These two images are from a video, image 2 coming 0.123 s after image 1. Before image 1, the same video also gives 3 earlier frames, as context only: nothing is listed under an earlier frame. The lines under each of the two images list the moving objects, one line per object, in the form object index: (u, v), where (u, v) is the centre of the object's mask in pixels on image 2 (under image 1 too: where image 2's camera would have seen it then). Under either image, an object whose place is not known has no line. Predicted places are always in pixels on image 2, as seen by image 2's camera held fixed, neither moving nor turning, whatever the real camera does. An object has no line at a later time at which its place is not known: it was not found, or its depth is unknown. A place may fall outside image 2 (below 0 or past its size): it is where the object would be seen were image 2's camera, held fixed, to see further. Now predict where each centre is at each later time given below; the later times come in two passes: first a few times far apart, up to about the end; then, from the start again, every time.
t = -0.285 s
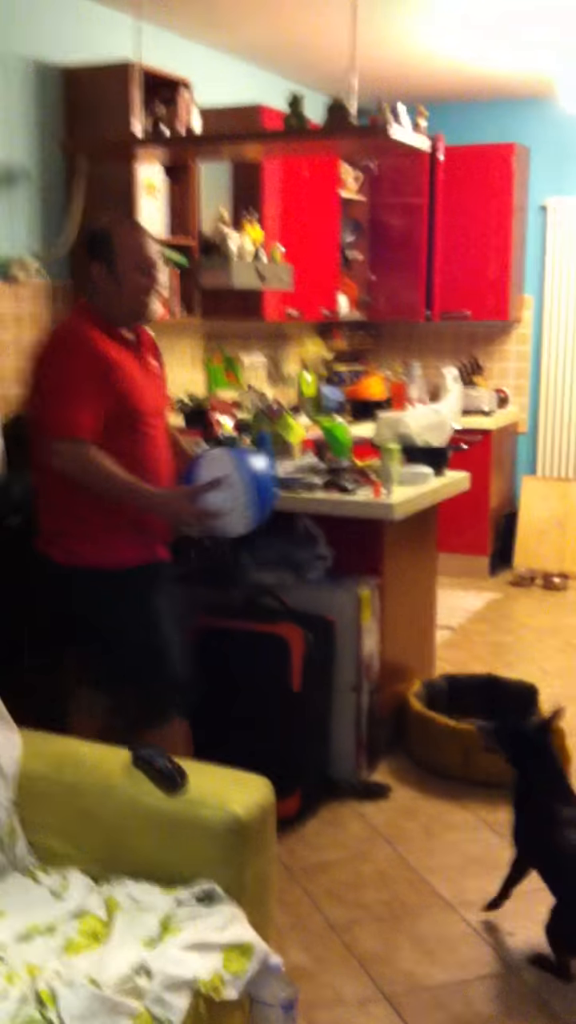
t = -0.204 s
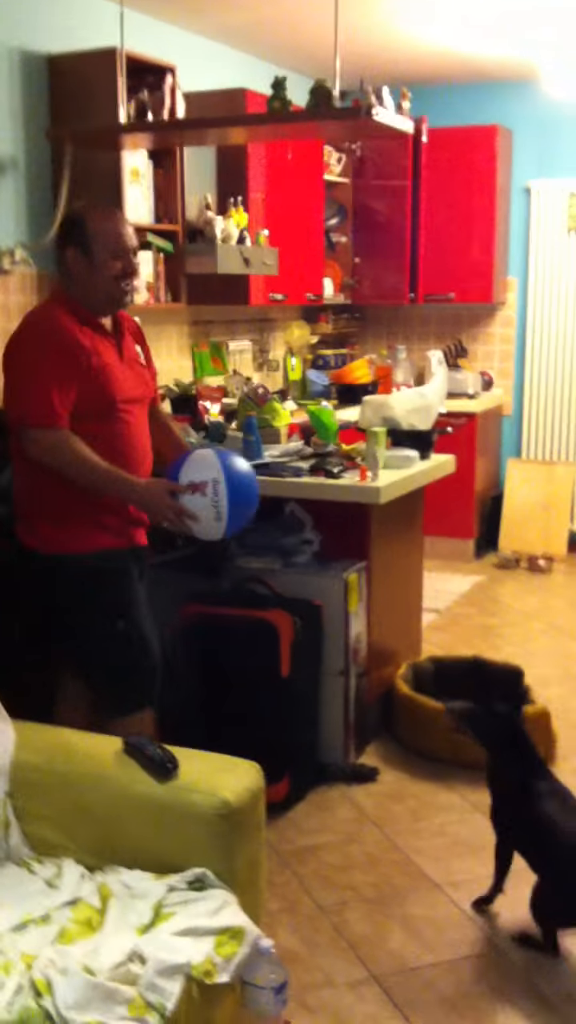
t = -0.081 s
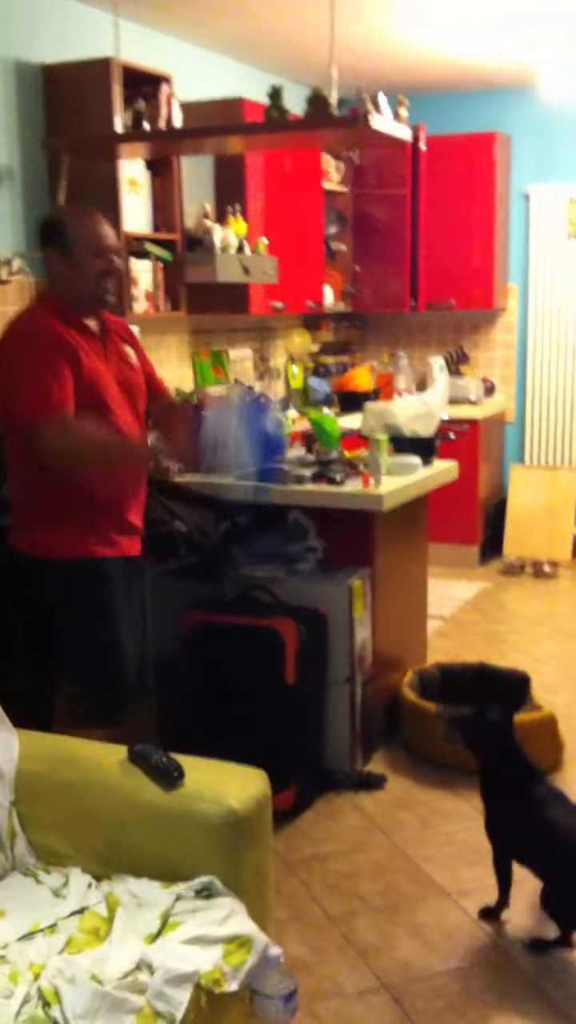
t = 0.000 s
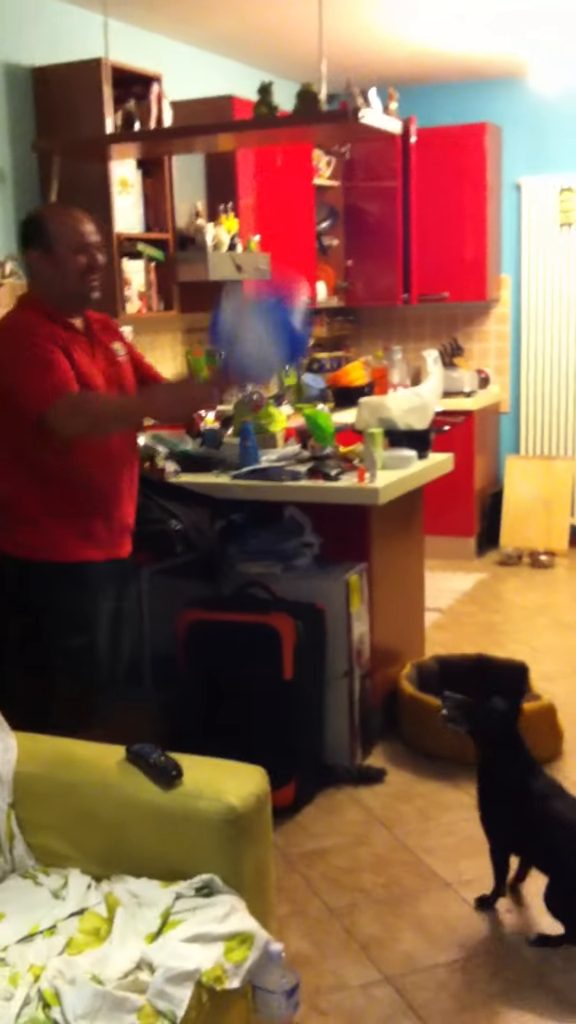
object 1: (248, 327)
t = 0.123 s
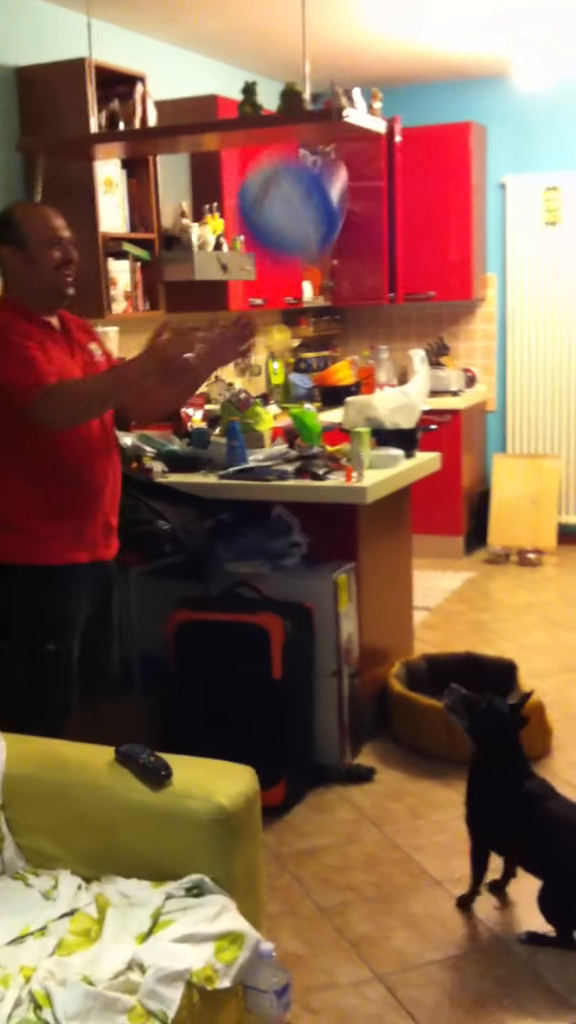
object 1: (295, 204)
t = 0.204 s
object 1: (324, 151)
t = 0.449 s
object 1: (417, 131)
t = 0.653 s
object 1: (484, 284)
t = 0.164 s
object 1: (310, 173)
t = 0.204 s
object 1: (324, 151)
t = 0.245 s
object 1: (341, 133)
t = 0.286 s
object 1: (356, 123)
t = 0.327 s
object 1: (372, 116)
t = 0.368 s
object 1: (388, 116)
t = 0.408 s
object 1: (404, 120)
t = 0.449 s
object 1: (417, 131)
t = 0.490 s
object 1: (431, 146)
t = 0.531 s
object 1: (449, 174)
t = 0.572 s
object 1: (458, 199)
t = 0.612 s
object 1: (469, 234)
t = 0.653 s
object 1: (484, 284)
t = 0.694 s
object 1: (498, 332)
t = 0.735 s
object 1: (514, 385)
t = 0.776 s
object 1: (519, 440)
